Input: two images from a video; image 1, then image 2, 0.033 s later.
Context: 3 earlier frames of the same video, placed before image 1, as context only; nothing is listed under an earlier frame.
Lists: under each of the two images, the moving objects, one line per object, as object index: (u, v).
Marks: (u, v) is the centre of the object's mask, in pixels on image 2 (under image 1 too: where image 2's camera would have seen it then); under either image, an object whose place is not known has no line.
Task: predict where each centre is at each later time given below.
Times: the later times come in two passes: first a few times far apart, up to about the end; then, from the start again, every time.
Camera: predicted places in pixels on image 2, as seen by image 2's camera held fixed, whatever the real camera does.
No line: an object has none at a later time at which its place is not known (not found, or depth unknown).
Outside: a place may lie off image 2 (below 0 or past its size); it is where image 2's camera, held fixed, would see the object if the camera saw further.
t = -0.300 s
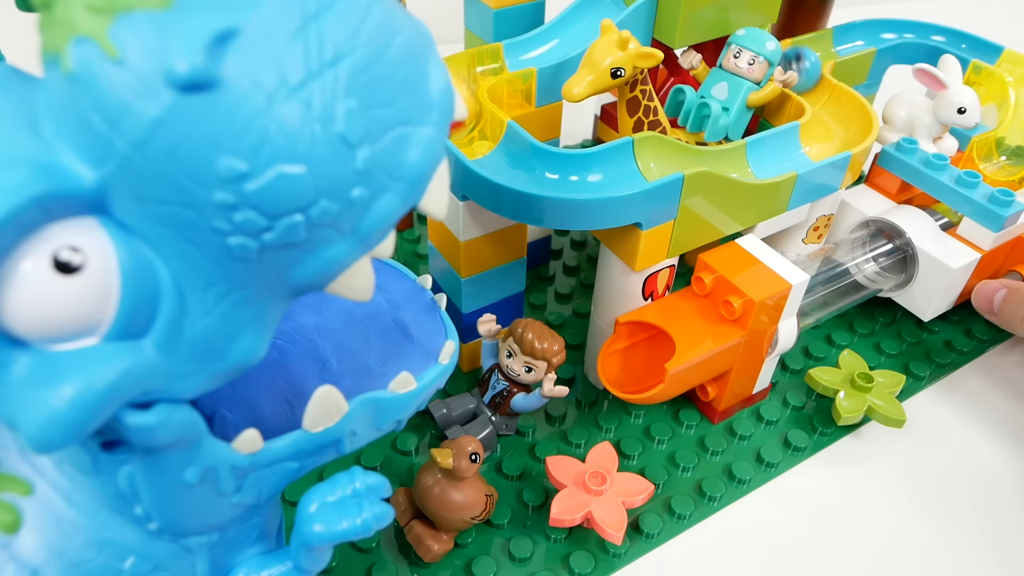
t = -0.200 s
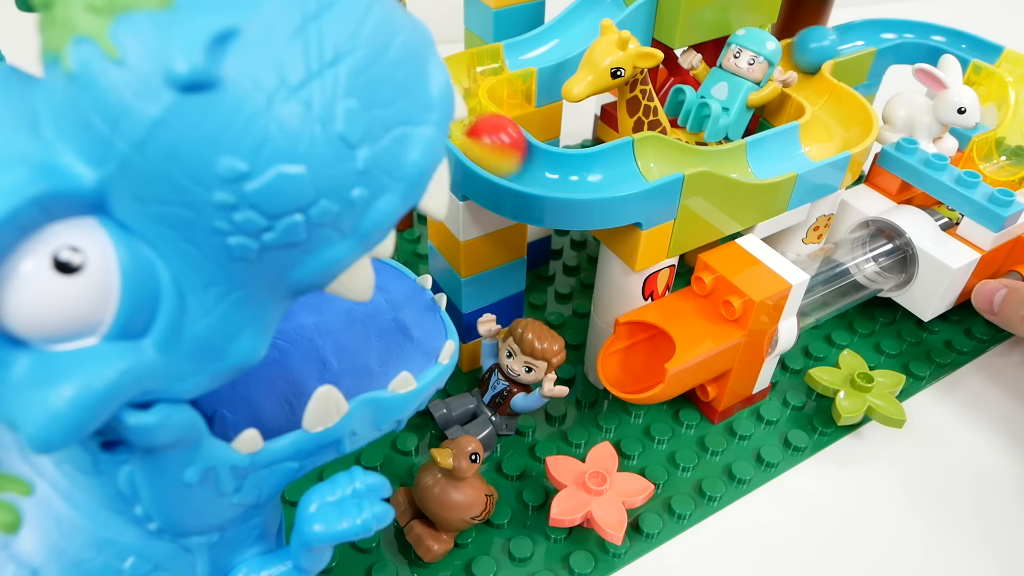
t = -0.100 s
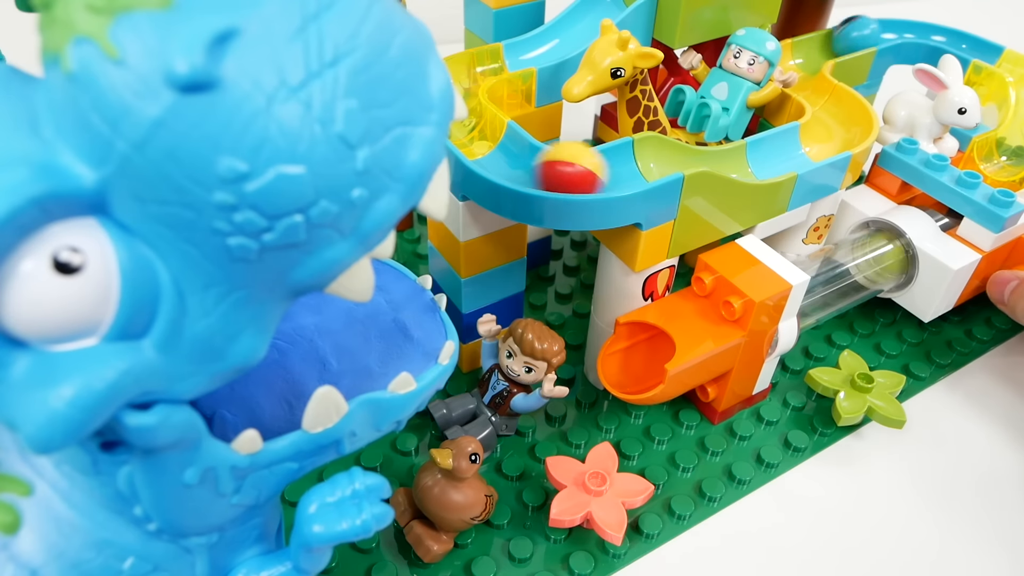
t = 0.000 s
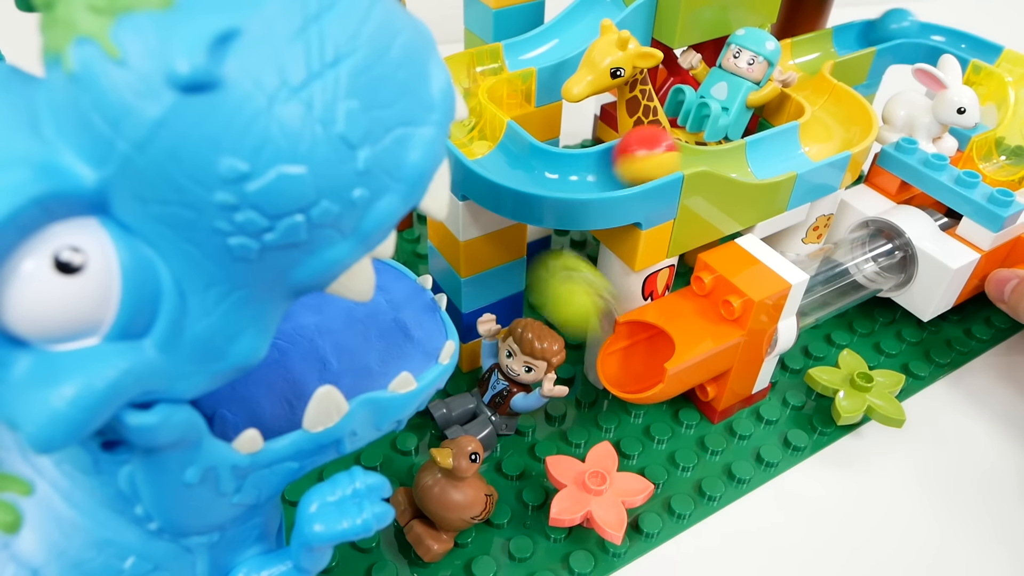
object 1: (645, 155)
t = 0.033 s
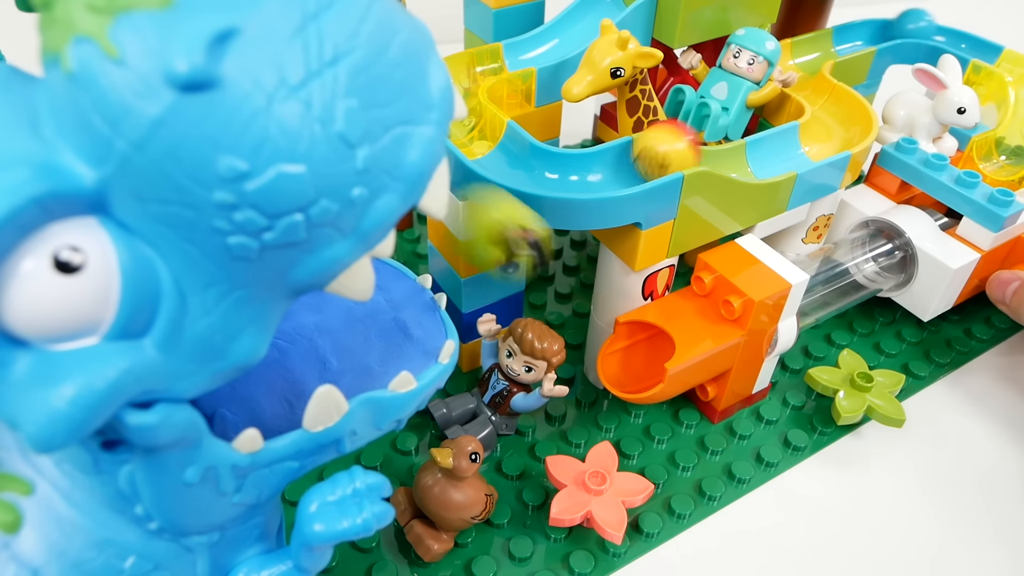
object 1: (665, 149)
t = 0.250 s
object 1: (833, 130)
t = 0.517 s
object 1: (816, 47)
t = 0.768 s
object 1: (931, 28)
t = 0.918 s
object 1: (998, 48)
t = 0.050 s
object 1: (675, 148)
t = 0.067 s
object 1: (684, 148)
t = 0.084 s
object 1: (693, 149)
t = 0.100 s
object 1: (705, 152)
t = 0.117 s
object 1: (719, 155)
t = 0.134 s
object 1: (734, 157)
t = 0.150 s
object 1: (747, 158)
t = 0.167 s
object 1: (761, 155)
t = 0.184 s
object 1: (776, 151)
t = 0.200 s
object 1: (791, 146)
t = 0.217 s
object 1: (808, 140)
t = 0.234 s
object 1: (822, 135)
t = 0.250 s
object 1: (833, 130)
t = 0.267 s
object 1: (841, 124)
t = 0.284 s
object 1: (841, 118)
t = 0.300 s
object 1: (841, 110)
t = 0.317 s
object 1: (837, 102)
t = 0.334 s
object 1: (828, 94)
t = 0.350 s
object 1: (821, 87)
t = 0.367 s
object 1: (814, 81)
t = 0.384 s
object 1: (805, 73)
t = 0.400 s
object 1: (801, 67)
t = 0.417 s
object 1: (800, 62)
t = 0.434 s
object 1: (800, 58)
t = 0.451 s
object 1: (800, 56)
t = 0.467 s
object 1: (803, 53)
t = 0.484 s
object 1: (804, 51)
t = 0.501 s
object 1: (808, 50)
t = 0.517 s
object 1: (816, 47)
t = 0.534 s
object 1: (824, 44)
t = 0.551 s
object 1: (831, 41)
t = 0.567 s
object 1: (838, 39)
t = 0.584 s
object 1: (845, 37)
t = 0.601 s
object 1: (852, 35)
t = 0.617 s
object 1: (858, 34)
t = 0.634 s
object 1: (866, 32)
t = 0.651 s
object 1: (873, 30)
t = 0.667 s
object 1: (879, 28)
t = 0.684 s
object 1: (885, 27)
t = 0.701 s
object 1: (893, 26)
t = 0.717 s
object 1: (903, 26)
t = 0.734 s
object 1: (912, 25)
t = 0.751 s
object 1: (922, 26)
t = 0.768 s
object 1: (931, 28)
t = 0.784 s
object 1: (940, 30)
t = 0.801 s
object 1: (949, 33)
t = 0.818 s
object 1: (958, 35)
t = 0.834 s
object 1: (966, 38)
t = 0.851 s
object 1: (973, 41)
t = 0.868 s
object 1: (980, 44)
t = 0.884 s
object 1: (987, 47)
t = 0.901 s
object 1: (994, 49)
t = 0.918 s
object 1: (998, 48)
